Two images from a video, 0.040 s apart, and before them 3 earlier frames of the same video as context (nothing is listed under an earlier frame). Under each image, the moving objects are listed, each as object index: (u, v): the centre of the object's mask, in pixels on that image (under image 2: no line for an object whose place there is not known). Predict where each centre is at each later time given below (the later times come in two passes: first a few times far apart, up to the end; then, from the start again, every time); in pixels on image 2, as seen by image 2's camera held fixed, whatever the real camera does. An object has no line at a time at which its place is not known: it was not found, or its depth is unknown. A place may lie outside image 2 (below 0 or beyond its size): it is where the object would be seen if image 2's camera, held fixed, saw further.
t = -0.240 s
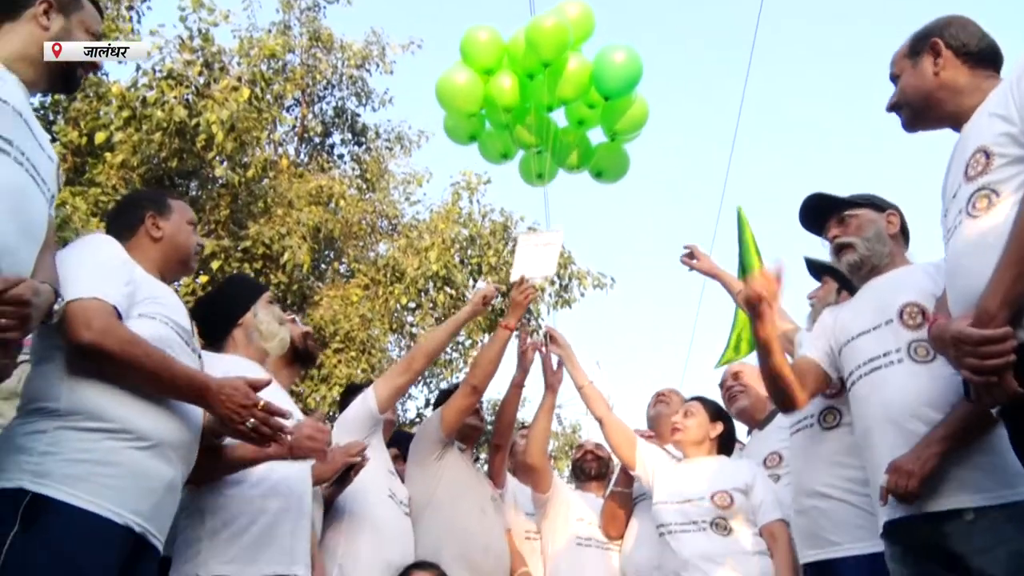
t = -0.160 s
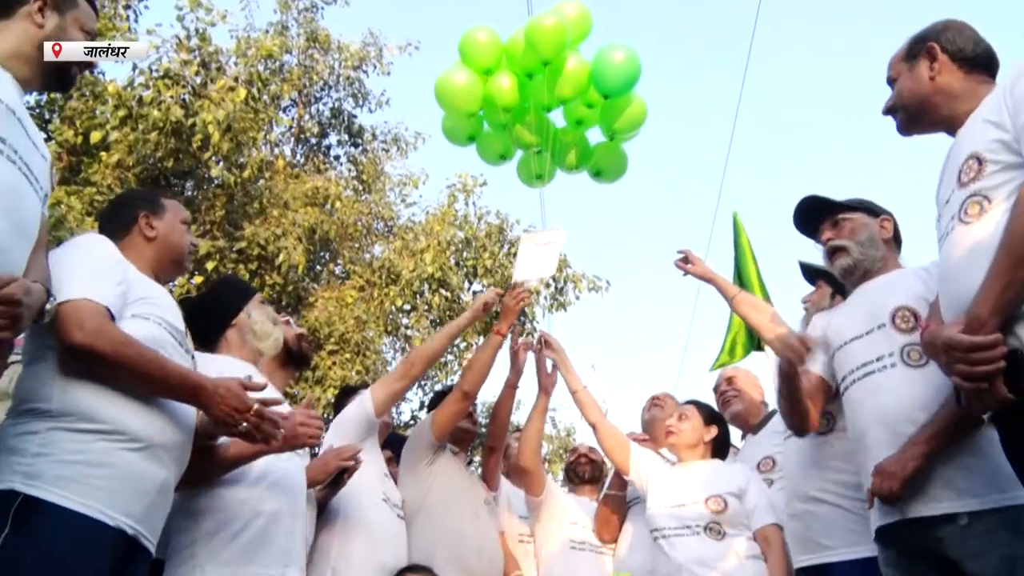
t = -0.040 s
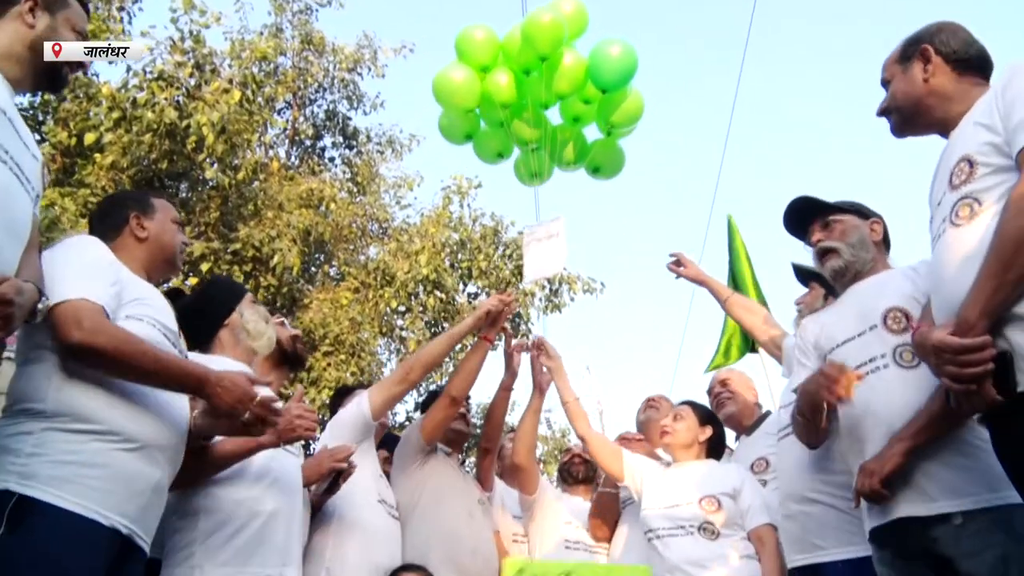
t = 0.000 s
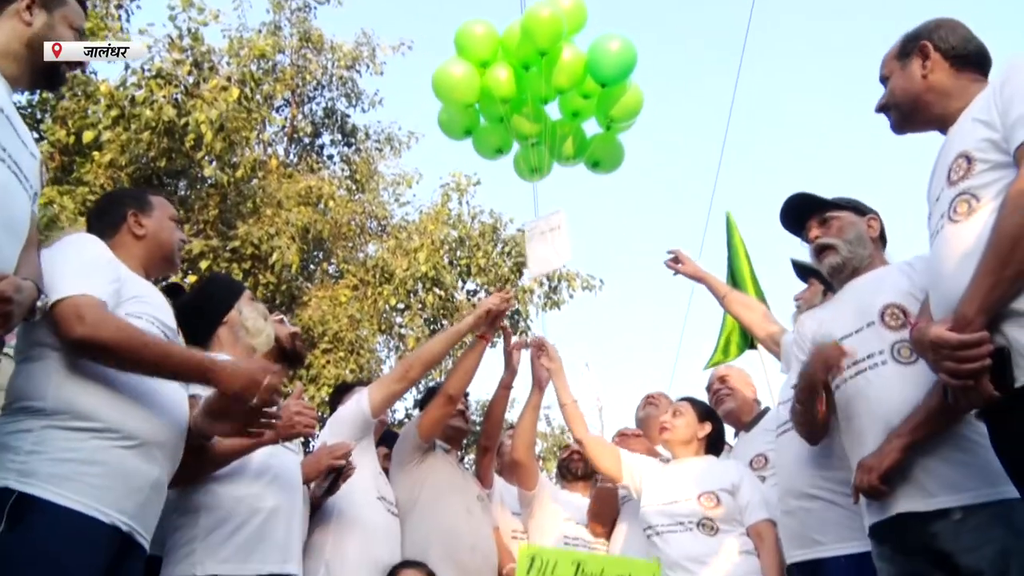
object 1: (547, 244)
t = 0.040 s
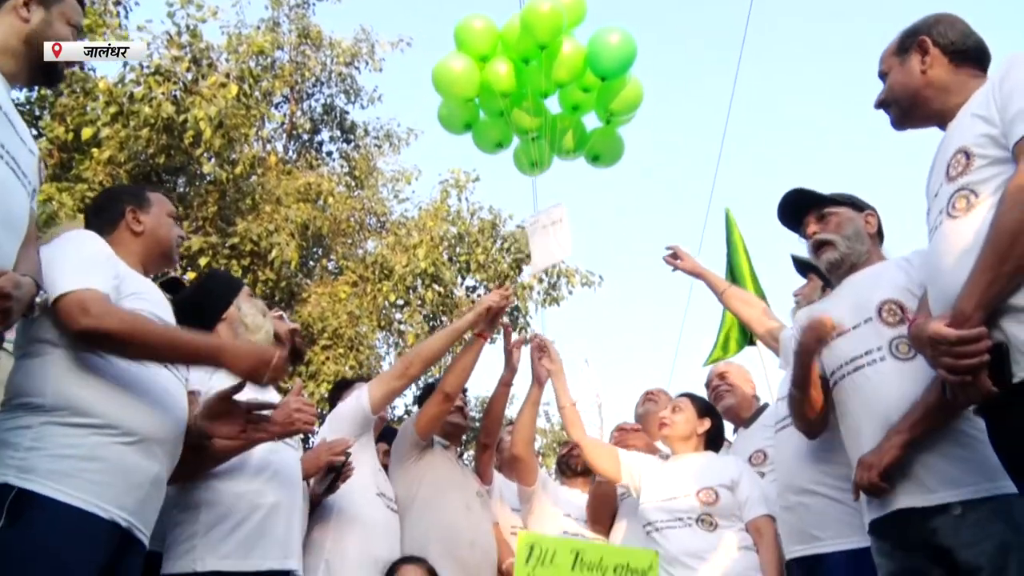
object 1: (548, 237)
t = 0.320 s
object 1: (569, 208)
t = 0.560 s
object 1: (576, 180)
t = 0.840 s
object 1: (575, 143)
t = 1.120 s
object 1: (574, 107)
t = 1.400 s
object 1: (575, 66)
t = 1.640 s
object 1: (579, 32)
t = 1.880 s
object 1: (585, -2)
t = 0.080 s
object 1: (552, 234)
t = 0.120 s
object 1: (556, 230)
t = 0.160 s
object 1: (559, 226)
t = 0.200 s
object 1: (561, 221)
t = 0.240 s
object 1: (564, 217)
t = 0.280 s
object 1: (566, 213)
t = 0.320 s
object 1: (569, 208)
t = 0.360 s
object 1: (570, 203)
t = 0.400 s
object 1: (571, 199)
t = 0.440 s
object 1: (573, 195)
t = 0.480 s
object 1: (574, 191)
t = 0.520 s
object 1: (575, 185)
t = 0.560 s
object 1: (576, 180)
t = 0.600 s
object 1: (576, 174)
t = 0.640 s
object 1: (576, 170)
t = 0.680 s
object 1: (577, 165)
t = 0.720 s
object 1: (576, 159)
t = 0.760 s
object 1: (575, 154)
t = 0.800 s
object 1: (575, 148)
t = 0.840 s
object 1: (575, 143)
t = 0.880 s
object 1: (575, 138)
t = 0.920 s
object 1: (574, 134)
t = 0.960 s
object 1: (574, 128)
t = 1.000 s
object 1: (574, 123)
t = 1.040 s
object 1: (574, 118)
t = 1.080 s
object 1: (574, 113)
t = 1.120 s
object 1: (574, 107)
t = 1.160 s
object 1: (574, 101)
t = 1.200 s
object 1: (574, 94)
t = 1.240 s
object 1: (574, 89)
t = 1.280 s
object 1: (574, 83)
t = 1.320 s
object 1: (574, 77)
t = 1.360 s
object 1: (574, 72)
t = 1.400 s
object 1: (575, 66)
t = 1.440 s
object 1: (575, 61)
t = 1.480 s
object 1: (576, 55)
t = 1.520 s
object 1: (576, 50)
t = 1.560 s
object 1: (577, 43)
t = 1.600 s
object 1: (578, 38)
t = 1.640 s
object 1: (579, 32)
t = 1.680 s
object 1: (581, 28)
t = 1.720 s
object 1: (582, 21)
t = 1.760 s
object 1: (582, 16)
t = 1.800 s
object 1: (583, 9)
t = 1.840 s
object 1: (584, 3)
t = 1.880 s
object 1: (585, -2)
